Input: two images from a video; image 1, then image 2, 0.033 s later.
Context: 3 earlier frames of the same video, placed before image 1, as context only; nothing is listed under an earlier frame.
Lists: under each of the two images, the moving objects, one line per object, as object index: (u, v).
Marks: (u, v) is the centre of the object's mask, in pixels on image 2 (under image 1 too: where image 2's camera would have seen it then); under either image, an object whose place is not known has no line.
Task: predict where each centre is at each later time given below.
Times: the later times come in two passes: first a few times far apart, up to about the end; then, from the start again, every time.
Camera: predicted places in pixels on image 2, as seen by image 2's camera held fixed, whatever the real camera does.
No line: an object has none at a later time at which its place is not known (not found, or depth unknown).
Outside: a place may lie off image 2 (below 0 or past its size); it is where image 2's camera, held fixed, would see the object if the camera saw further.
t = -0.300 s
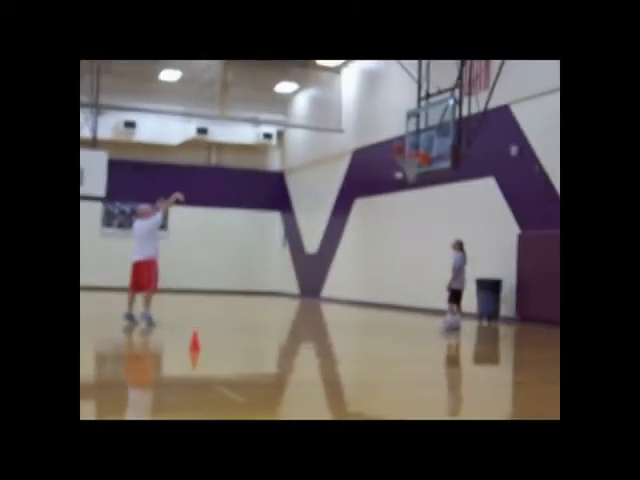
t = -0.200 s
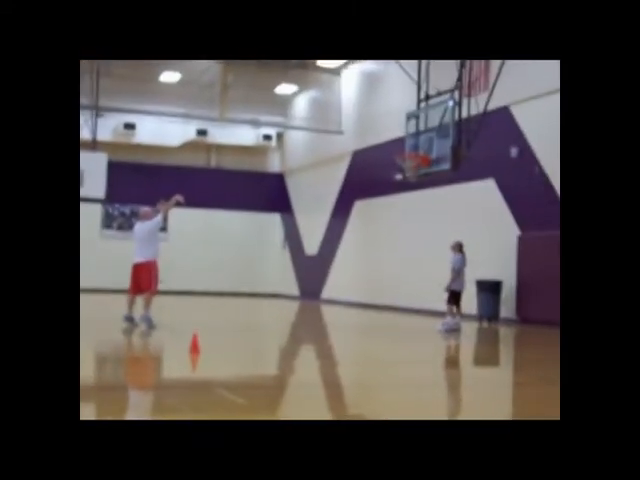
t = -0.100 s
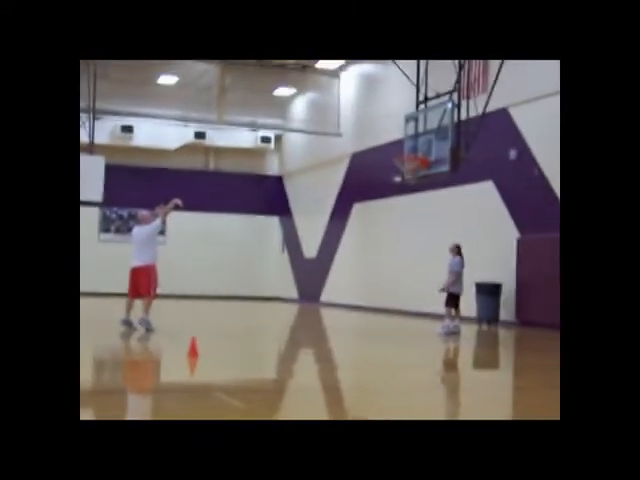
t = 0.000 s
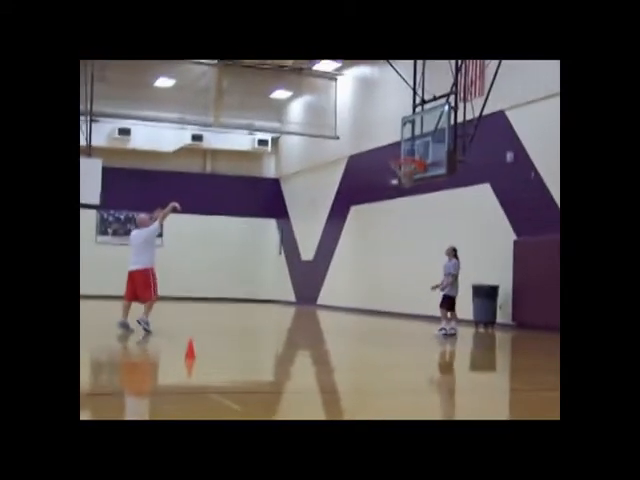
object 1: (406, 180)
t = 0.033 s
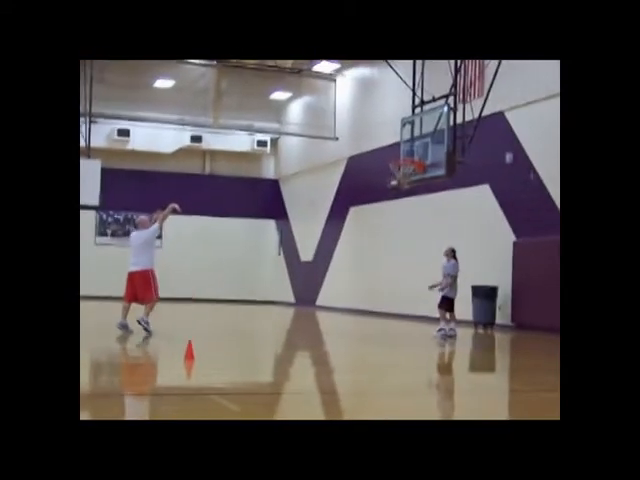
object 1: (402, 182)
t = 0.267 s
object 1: (393, 187)
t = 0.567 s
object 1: (380, 251)
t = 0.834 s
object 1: (368, 321)
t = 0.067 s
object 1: (401, 180)
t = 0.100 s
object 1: (399, 182)
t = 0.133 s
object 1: (398, 183)
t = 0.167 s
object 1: (397, 183)
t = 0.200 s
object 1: (396, 184)
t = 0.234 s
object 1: (394, 186)
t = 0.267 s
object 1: (393, 187)
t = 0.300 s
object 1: (393, 194)
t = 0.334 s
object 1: (390, 200)
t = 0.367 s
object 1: (389, 205)
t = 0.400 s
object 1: (387, 212)
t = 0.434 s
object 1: (386, 218)
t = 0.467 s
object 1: (385, 226)
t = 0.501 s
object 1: (383, 233)
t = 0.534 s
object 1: (382, 242)
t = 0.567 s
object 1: (380, 251)
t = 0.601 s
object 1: (378, 260)
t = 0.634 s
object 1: (377, 271)
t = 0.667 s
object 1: (376, 282)
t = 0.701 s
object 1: (374, 294)
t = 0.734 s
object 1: (372, 306)
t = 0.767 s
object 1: (371, 319)
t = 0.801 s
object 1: (369, 331)
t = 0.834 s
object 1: (368, 321)
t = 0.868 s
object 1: (368, 311)
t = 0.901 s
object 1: (368, 302)
